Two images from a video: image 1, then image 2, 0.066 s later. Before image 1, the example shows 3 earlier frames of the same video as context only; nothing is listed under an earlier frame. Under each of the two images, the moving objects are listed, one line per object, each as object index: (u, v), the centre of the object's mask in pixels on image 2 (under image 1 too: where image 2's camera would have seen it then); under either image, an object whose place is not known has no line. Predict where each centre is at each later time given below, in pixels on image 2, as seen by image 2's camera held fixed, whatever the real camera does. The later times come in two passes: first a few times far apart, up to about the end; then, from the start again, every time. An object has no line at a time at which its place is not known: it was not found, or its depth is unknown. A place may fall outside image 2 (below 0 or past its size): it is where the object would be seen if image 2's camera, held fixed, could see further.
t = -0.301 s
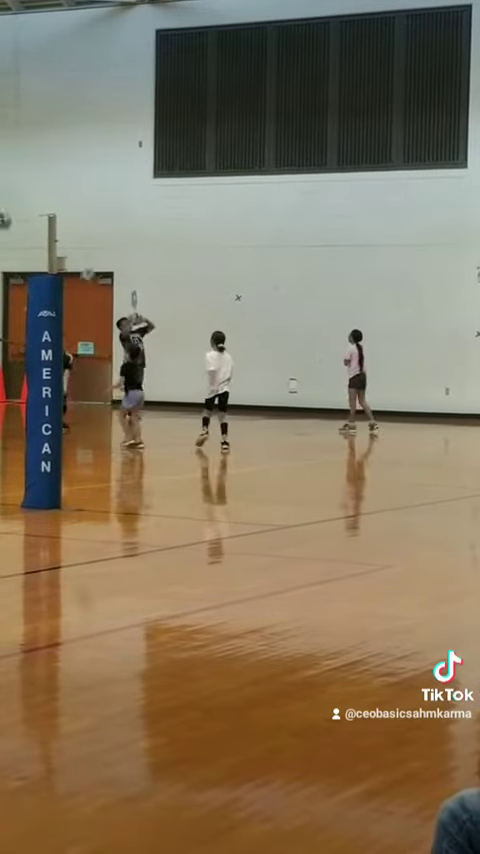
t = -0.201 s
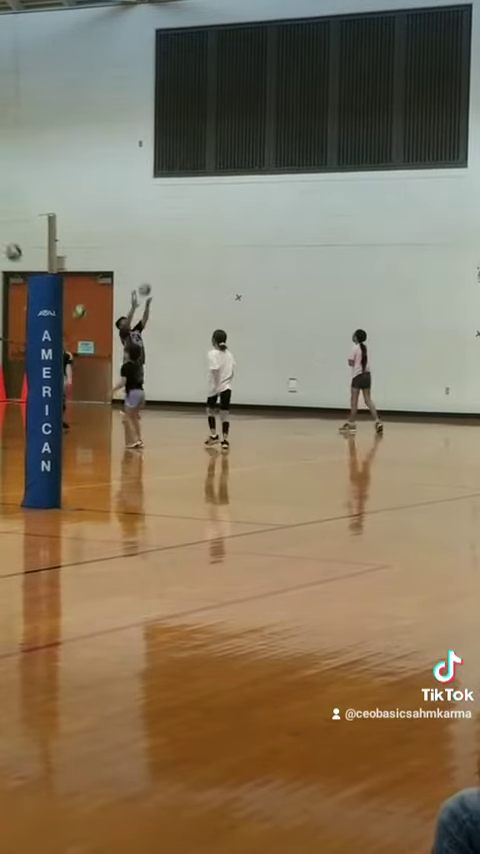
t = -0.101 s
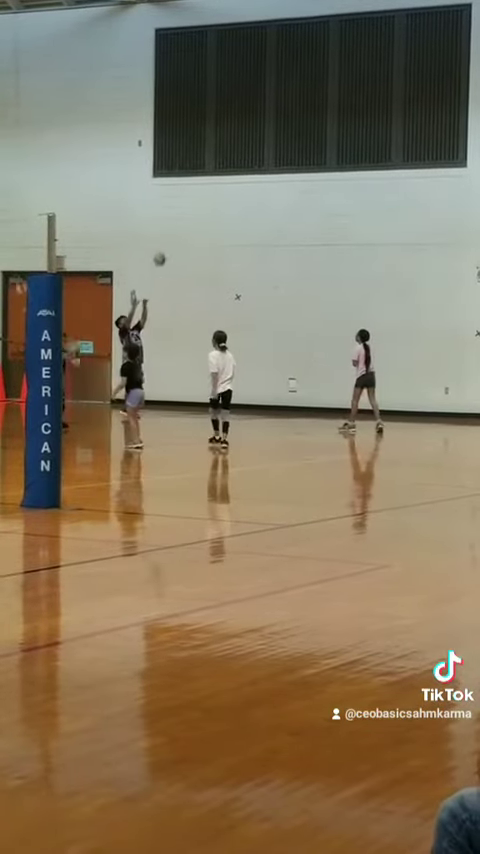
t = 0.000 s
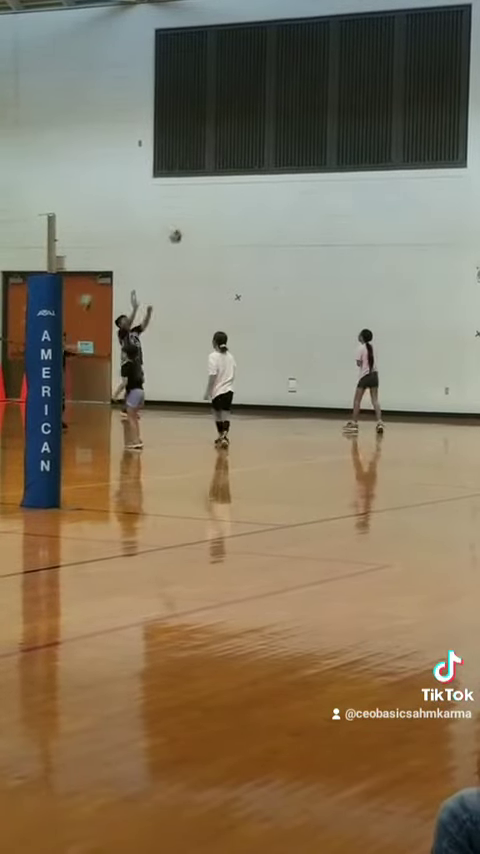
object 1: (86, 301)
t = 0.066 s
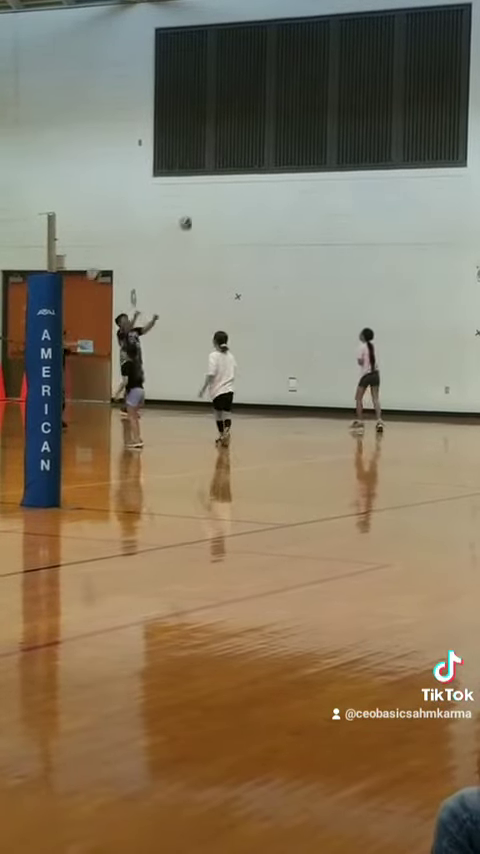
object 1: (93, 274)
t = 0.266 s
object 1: (118, 214)
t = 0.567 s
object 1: (154, 179)
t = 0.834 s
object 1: (185, 205)
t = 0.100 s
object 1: (98, 262)
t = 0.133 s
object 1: (101, 251)
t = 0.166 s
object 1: (106, 241)
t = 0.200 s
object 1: (110, 231)
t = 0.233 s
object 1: (114, 222)
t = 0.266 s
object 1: (118, 214)
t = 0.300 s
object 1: (122, 207)
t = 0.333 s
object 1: (126, 201)
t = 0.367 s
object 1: (130, 195)
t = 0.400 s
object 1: (134, 190)
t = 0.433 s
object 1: (138, 186)
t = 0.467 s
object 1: (142, 183)
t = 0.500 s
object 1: (146, 181)
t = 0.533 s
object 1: (150, 179)
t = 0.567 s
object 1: (154, 179)
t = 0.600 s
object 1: (158, 179)
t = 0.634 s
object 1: (161, 180)
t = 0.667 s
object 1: (165, 183)
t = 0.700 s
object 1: (169, 185)
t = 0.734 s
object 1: (173, 189)
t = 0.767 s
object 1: (177, 194)
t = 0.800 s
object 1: (181, 198)
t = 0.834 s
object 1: (185, 205)
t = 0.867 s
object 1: (188, 212)
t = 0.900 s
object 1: (192, 220)
